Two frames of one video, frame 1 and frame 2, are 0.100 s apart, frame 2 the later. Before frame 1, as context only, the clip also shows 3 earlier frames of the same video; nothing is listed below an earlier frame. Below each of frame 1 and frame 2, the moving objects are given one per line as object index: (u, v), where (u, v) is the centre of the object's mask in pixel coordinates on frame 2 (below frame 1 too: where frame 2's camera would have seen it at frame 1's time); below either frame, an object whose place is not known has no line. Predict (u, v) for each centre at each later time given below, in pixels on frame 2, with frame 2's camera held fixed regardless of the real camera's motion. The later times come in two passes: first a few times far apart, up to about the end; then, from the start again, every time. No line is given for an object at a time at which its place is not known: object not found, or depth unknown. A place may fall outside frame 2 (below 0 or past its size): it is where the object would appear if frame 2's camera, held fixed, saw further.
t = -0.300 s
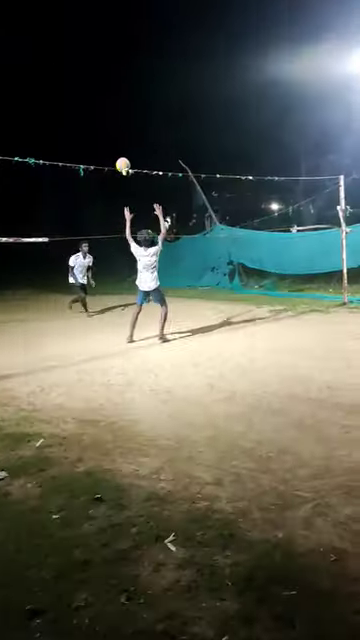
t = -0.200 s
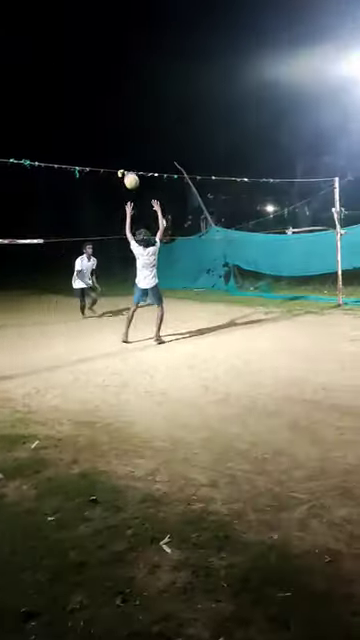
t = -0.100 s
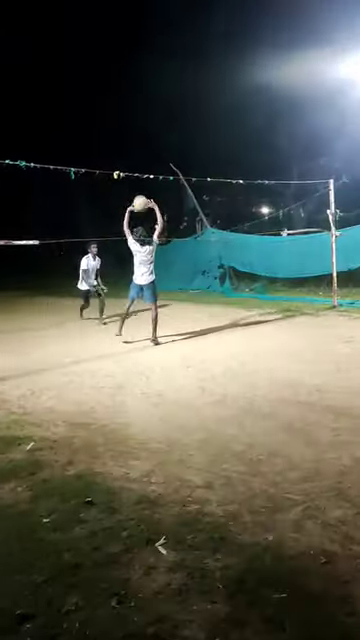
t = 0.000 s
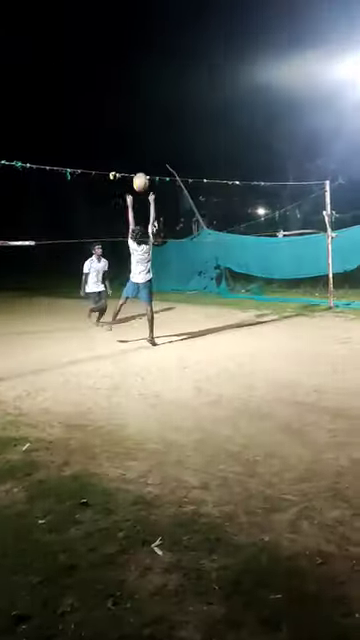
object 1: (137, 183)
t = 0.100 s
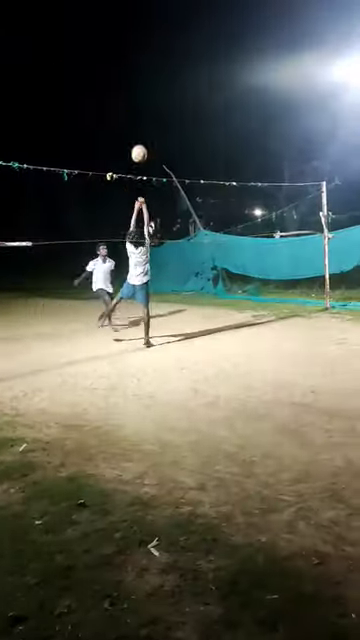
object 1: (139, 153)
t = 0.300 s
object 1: (143, 115)
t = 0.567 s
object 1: (150, 106)
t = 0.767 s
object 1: (155, 132)
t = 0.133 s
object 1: (139, 145)
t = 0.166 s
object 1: (140, 137)
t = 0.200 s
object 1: (141, 131)
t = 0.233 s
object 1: (142, 125)
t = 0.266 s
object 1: (143, 119)
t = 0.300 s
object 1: (143, 115)
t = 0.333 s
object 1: (144, 111)
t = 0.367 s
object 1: (145, 108)
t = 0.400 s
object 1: (145, 106)
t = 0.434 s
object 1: (146, 104)
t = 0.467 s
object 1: (147, 104)
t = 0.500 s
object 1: (148, 104)
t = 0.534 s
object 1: (149, 104)
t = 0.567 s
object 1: (150, 106)
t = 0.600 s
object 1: (150, 108)
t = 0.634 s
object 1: (151, 112)
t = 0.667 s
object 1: (152, 116)
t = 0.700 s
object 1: (153, 121)
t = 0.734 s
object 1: (154, 126)
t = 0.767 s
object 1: (155, 132)
